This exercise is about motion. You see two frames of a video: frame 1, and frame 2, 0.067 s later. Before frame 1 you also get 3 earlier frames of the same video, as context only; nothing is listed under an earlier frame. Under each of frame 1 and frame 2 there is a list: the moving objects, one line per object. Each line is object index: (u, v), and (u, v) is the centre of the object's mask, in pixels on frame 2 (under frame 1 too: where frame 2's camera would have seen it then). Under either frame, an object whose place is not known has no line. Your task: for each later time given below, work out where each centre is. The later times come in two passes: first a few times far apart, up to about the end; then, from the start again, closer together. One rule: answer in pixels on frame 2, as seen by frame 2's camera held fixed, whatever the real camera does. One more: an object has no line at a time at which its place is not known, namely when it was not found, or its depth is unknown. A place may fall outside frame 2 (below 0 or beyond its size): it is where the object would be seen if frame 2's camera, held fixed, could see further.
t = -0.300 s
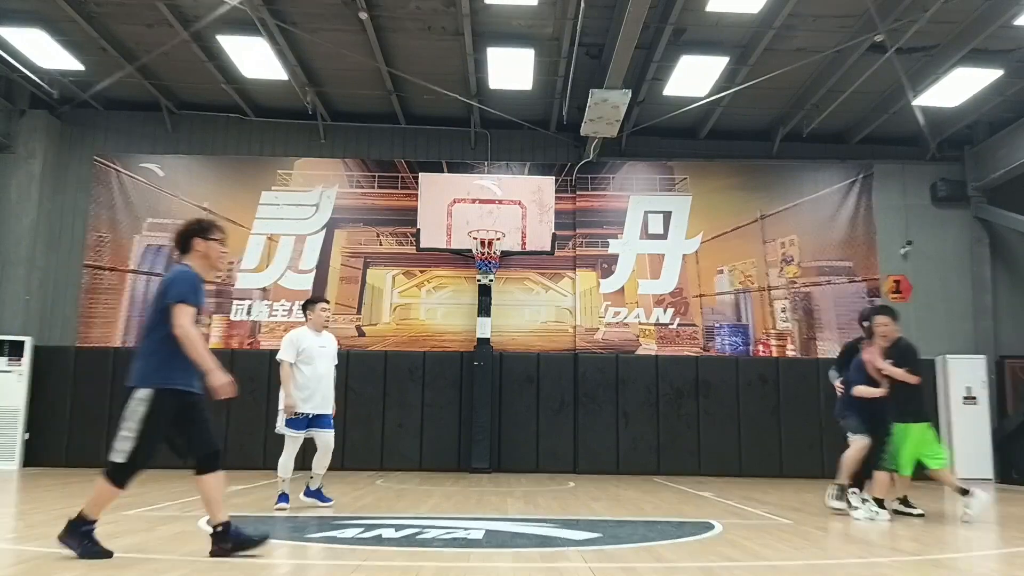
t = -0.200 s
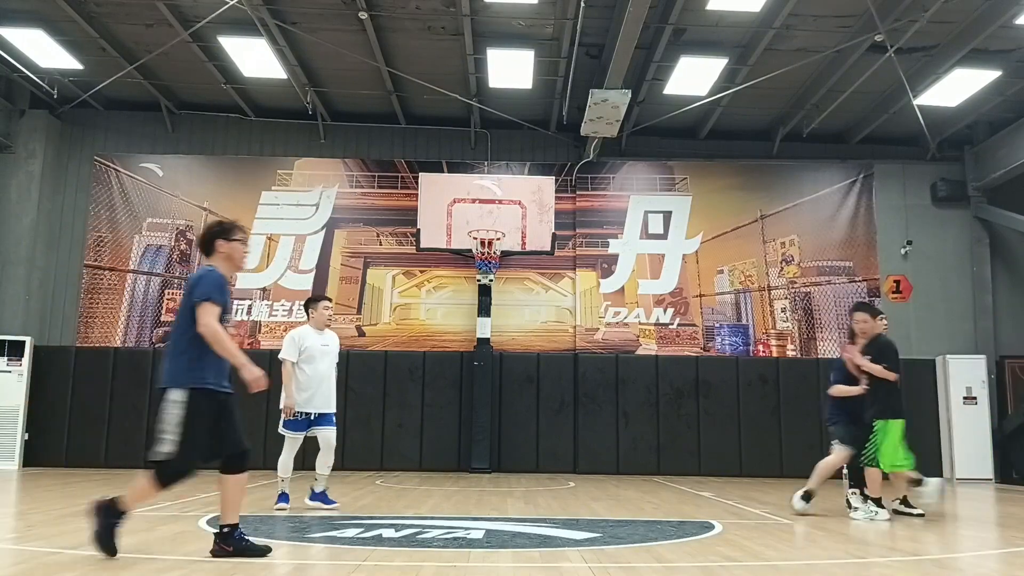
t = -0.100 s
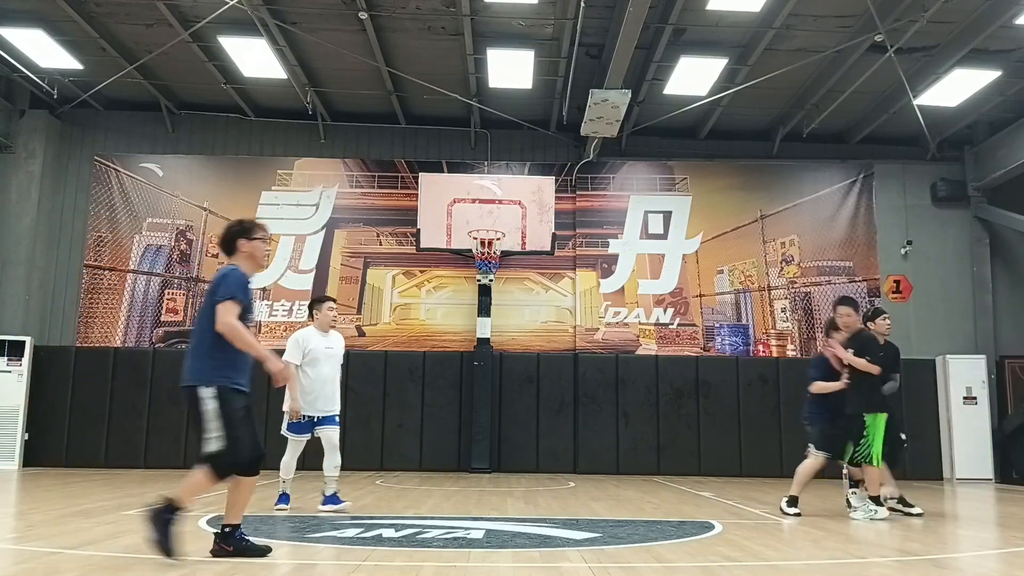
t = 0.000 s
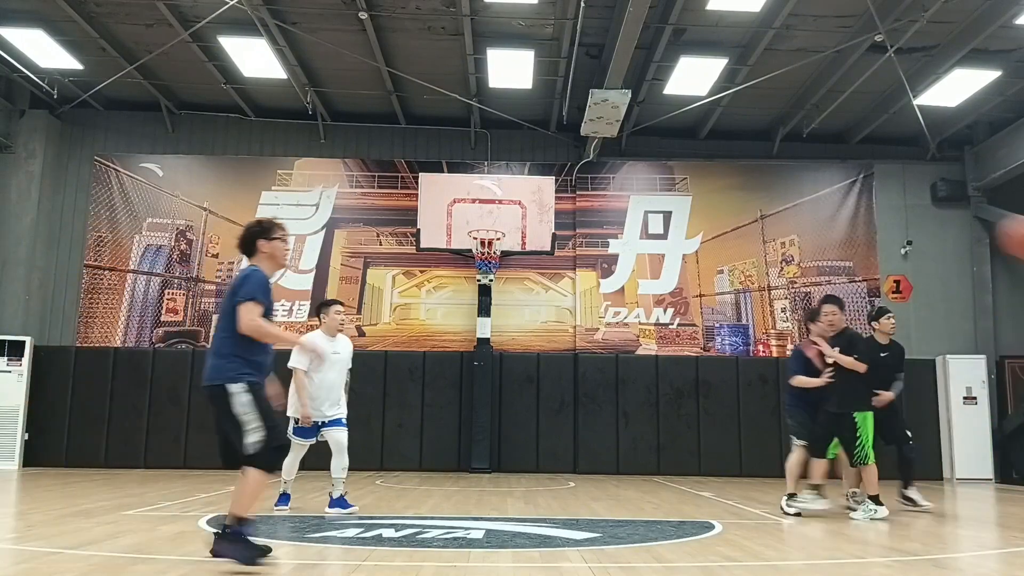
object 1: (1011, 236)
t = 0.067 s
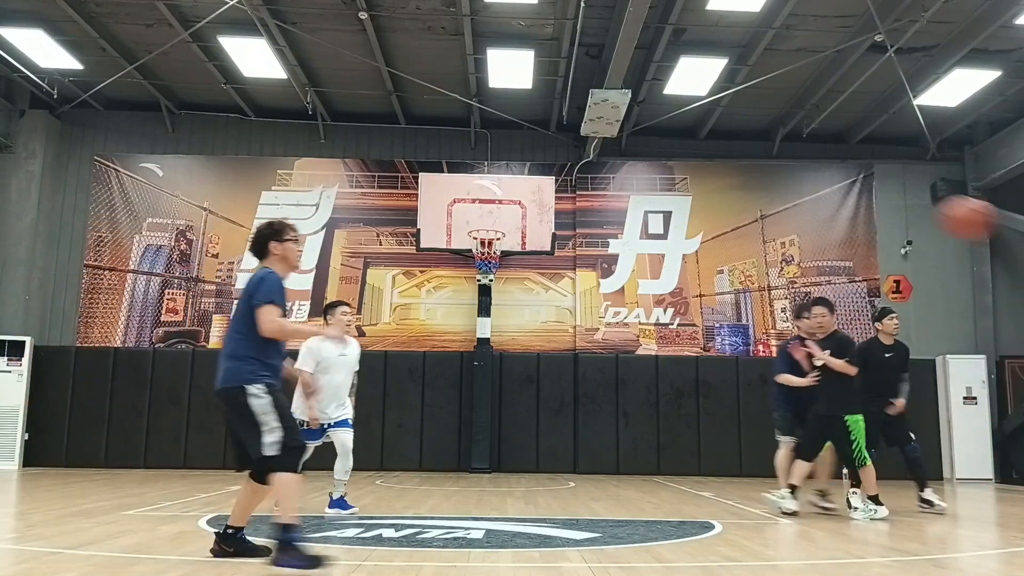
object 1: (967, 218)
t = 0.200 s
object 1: (833, 191)
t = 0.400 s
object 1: (593, 211)
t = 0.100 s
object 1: (936, 209)
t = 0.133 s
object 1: (903, 201)
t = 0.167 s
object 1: (872, 197)
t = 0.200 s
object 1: (833, 191)
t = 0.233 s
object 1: (798, 189)
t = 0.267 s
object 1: (761, 189)
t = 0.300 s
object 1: (724, 191)
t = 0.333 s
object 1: (686, 191)
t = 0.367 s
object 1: (635, 196)
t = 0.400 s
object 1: (593, 211)
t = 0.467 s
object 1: (492, 238)
